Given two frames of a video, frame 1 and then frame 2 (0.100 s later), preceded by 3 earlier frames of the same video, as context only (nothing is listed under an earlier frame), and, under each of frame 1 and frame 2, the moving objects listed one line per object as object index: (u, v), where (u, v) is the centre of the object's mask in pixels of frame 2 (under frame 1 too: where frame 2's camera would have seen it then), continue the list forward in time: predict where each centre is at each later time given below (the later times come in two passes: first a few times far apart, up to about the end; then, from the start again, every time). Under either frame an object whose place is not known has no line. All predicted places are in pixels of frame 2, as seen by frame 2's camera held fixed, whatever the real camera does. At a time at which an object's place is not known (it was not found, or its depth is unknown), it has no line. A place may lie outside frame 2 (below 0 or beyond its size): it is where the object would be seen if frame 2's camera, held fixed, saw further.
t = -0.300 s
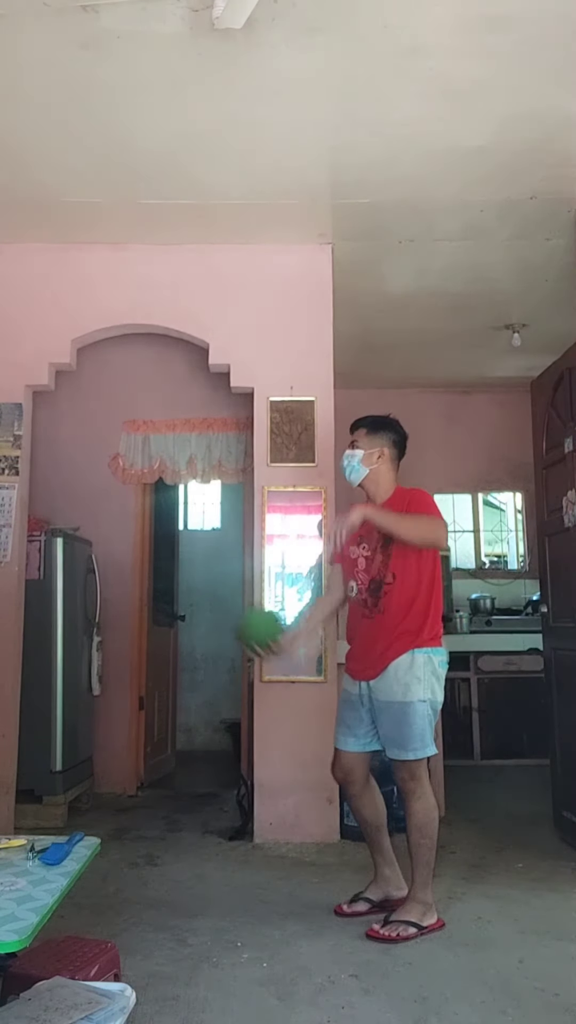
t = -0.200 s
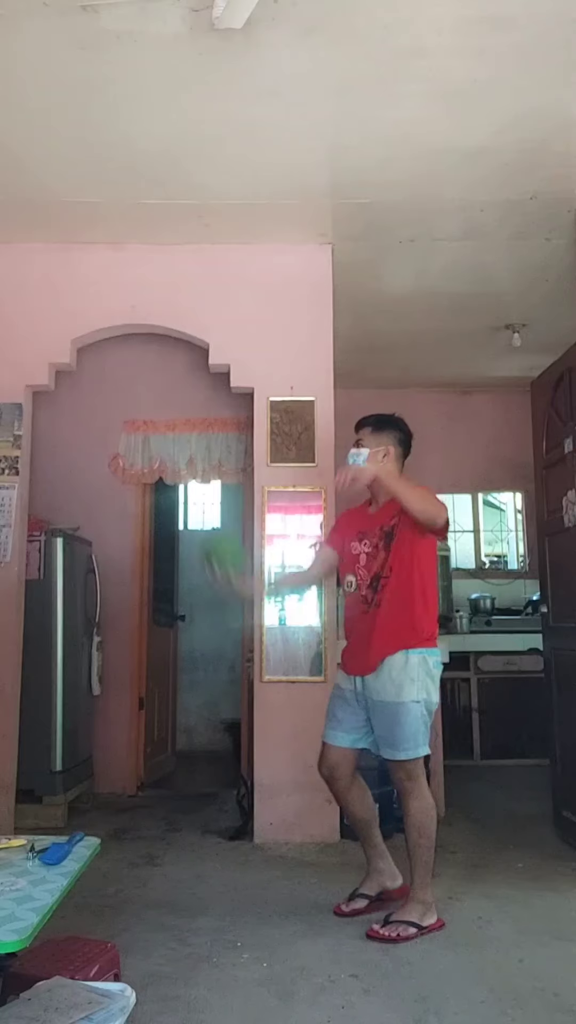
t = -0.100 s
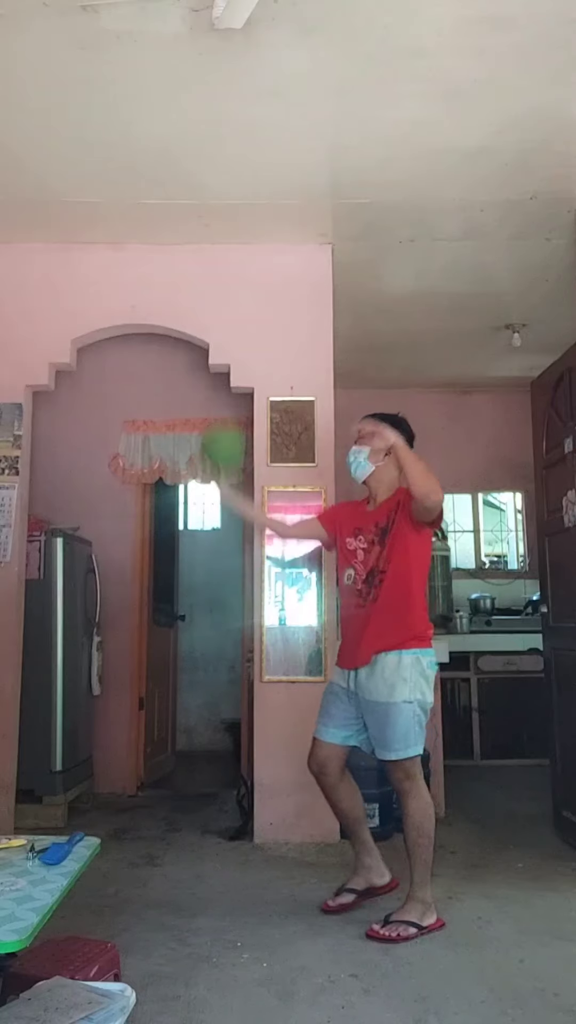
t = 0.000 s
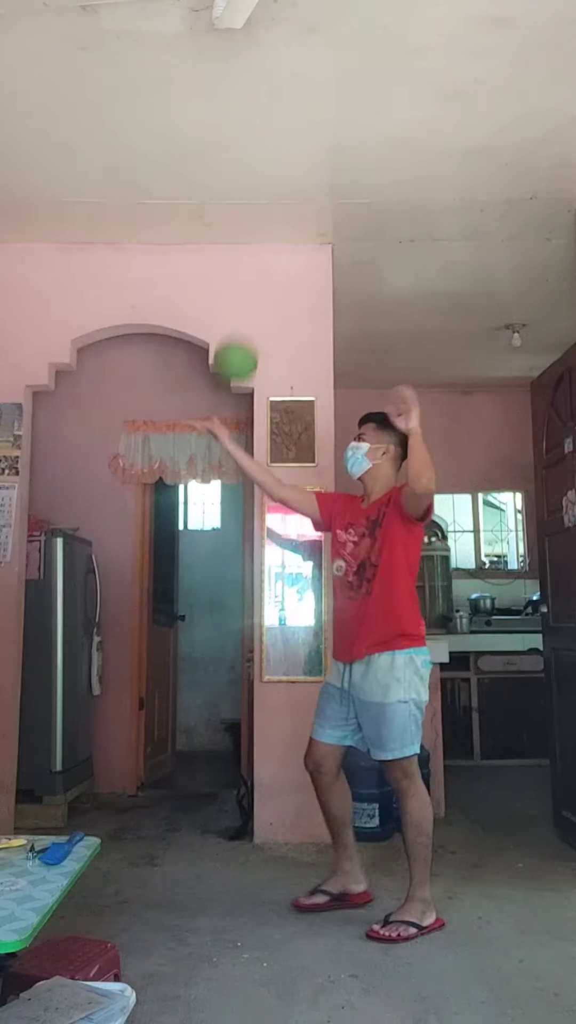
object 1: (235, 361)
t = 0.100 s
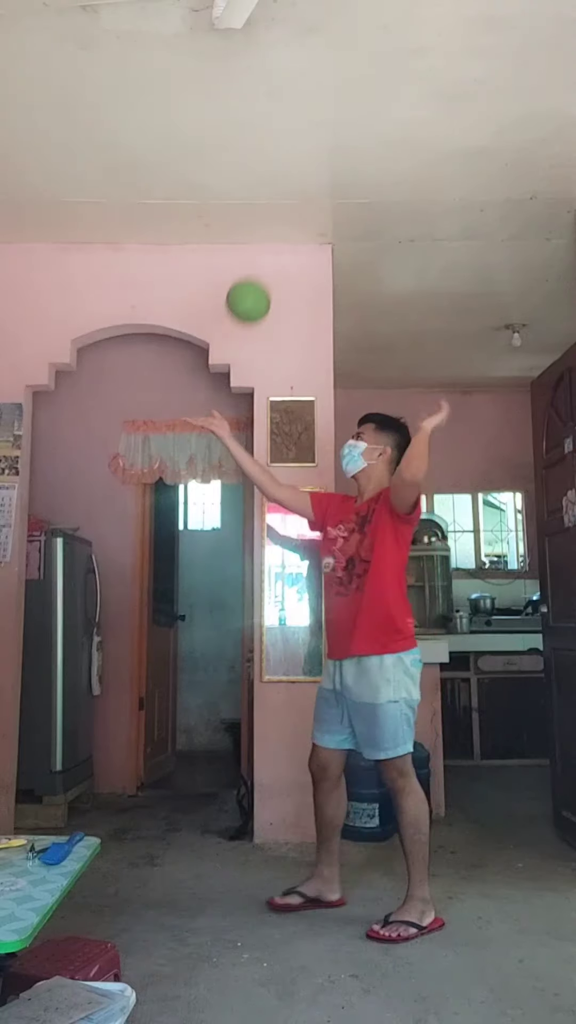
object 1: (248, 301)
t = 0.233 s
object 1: (264, 265)
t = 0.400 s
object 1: (284, 289)
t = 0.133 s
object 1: (252, 288)
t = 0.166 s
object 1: (256, 277)
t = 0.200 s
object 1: (260, 270)
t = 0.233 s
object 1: (264, 265)
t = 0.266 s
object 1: (268, 264)
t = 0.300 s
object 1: (272, 266)
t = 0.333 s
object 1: (276, 270)
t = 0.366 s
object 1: (280, 278)
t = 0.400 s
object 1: (284, 289)
